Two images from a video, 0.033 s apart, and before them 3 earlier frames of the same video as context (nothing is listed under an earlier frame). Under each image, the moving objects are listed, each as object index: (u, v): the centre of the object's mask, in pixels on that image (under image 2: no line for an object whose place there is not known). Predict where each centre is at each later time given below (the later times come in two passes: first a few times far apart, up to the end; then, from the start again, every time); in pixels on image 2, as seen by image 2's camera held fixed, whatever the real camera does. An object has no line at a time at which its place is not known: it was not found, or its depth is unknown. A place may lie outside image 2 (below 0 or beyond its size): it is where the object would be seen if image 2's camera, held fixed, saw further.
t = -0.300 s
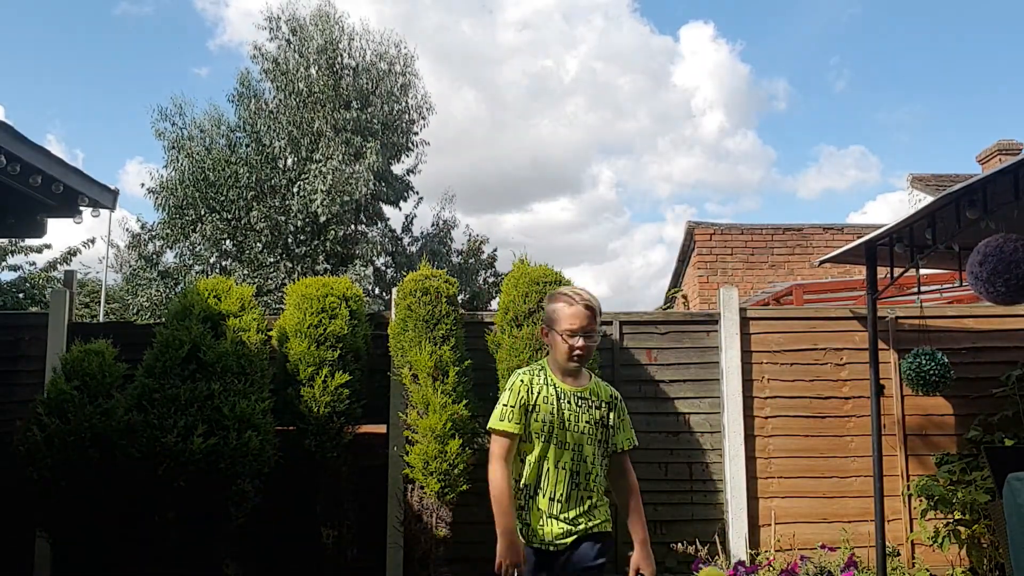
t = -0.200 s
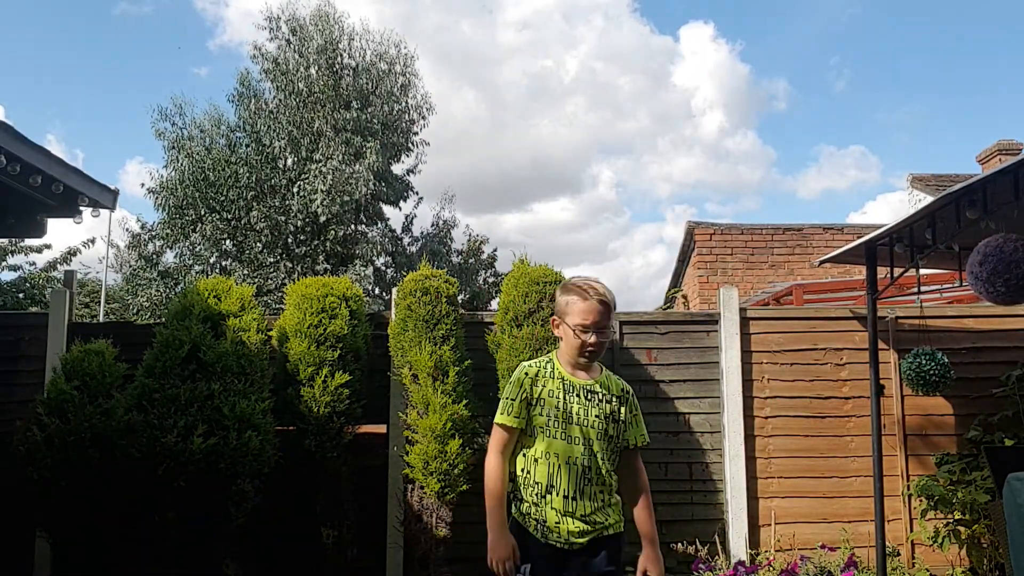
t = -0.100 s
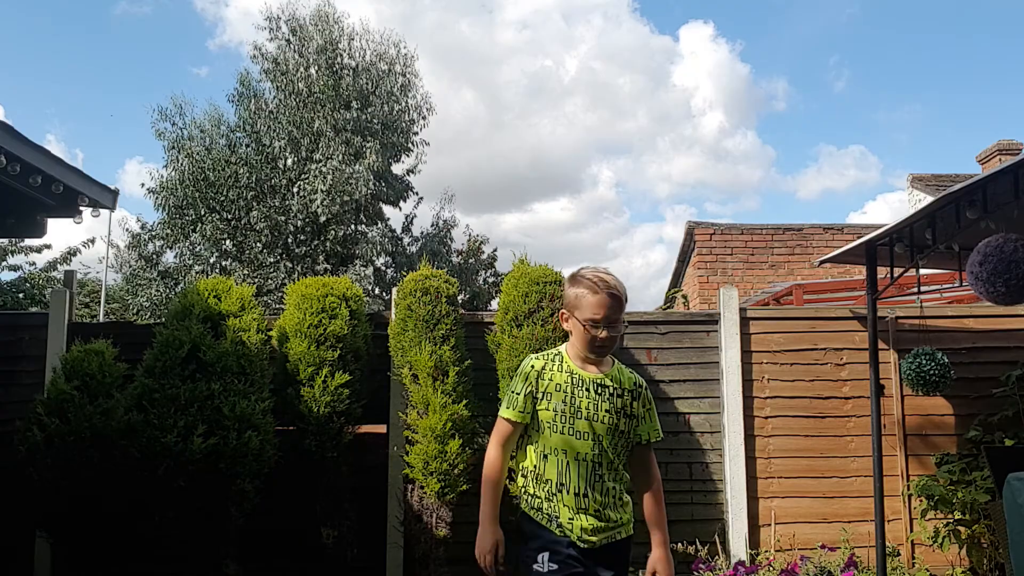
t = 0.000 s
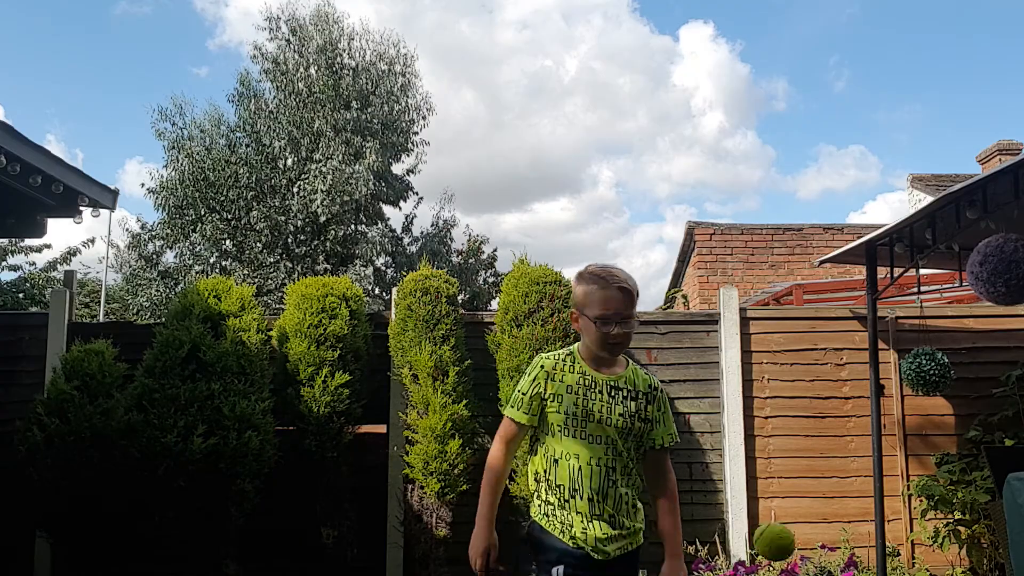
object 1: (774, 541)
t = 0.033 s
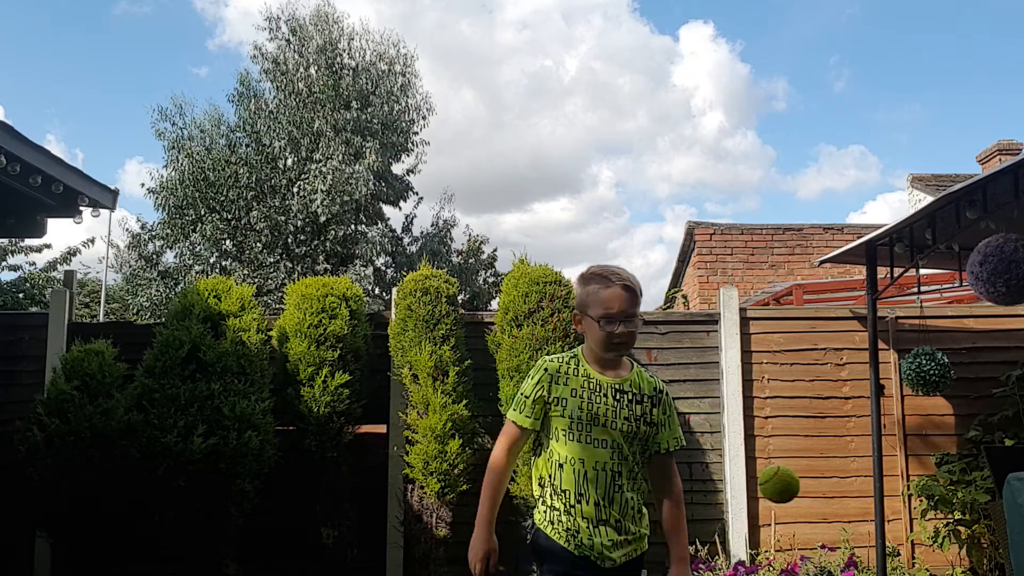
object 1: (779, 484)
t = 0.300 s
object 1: (835, 220)
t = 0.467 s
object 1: (896, 271)
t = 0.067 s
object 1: (784, 432)
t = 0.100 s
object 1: (789, 384)
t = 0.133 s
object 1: (796, 343)
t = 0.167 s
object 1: (802, 307)
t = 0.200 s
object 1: (809, 276)
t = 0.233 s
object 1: (817, 251)
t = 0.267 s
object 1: (825, 233)
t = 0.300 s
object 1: (835, 220)
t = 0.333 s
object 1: (845, 215)
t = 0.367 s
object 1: (856, 216)
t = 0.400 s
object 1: (869, 225)
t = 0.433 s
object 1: (882, 244)
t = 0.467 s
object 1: (896, 271)
